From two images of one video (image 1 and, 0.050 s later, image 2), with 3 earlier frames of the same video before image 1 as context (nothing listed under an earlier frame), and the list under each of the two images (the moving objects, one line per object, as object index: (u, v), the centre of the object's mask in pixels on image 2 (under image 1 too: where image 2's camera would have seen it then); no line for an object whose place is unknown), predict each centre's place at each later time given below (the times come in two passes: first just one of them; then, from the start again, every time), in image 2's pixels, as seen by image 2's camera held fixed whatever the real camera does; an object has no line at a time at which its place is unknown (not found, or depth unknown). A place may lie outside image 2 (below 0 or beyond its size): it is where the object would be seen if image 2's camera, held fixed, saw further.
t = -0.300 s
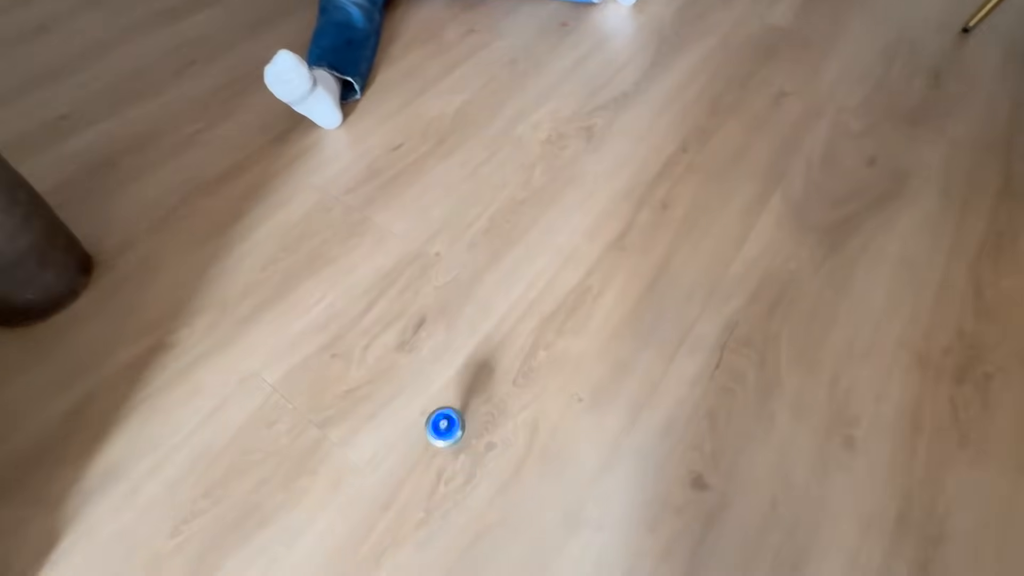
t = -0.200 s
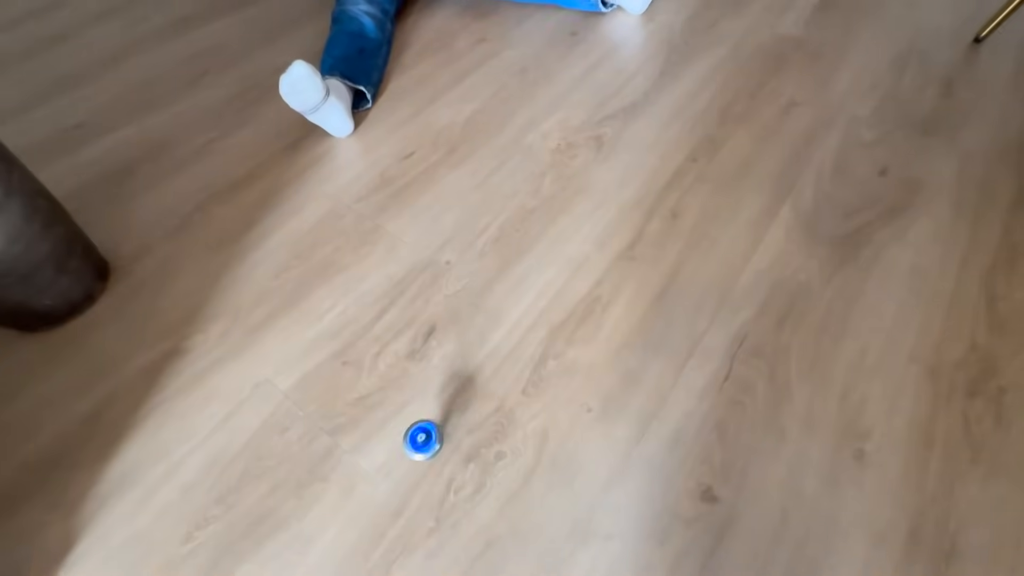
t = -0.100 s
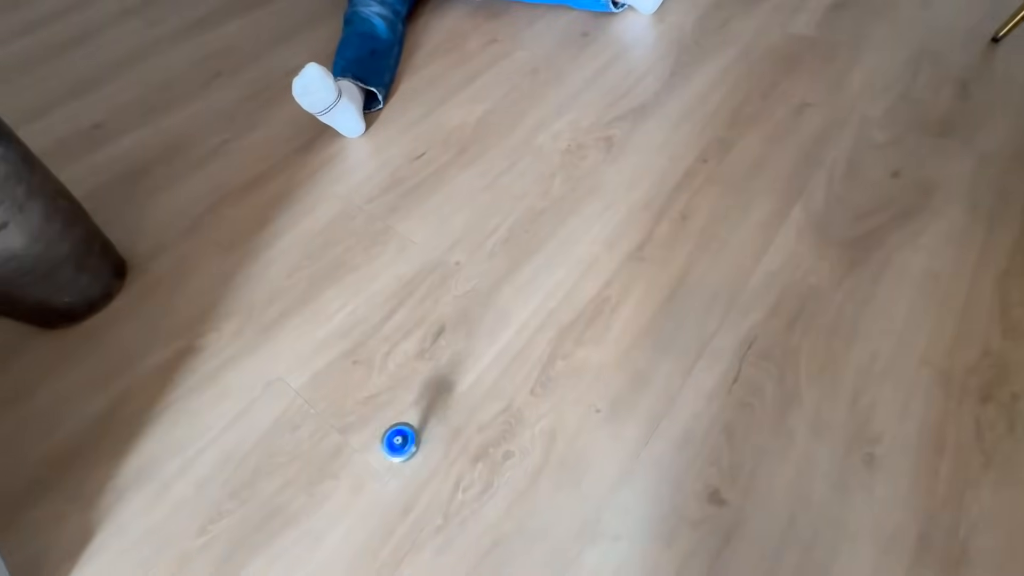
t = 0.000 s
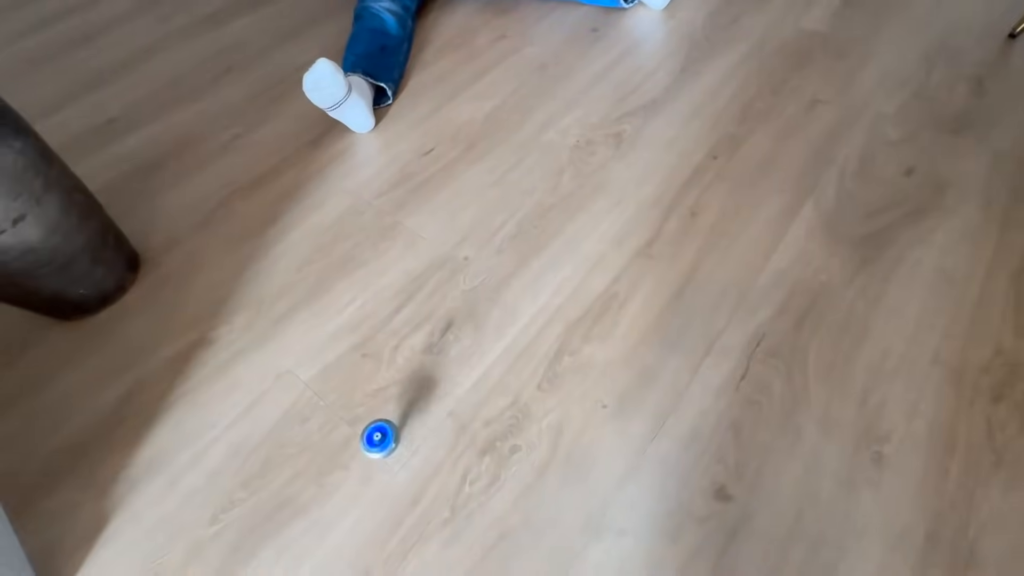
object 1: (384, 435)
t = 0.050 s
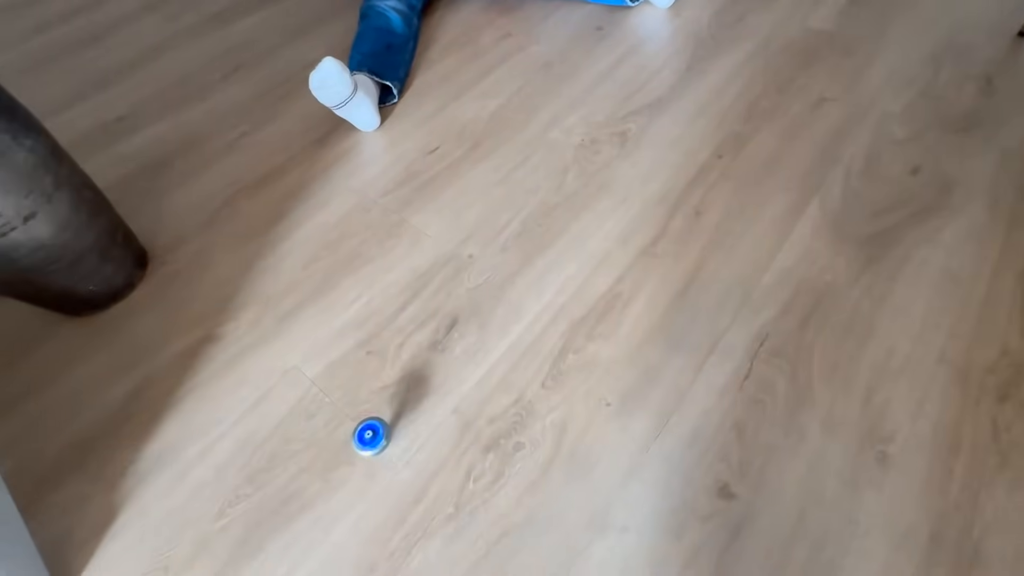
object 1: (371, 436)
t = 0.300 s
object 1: (310, 445)
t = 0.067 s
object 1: (367, 437)
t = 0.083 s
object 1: (362, 437)
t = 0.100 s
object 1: (358, 438)
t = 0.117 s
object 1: (354, 439)
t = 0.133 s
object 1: (350, 439)
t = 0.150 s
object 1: (346, 440)
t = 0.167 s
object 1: (342, 440)
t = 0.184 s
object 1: (338, 441)
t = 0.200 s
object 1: (334, 441)
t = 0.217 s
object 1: (330, 442)
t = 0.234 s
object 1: (326, 443)
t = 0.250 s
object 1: (322, 443)
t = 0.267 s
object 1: (318, 444)
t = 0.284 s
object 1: (314, 444)
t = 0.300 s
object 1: (310, 445)
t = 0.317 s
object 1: (307, 446)
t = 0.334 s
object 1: (303, 446)
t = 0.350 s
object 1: (299, 447)
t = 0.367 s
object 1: (296, 447)
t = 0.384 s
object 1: (292, 448)
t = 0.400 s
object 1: (289, 448)
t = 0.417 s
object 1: (285, 449)
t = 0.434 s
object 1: (281, 449)
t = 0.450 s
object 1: (278, 449)
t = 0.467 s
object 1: (275, 450)
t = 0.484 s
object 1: (272, 450)
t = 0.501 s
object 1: (269, 450)
